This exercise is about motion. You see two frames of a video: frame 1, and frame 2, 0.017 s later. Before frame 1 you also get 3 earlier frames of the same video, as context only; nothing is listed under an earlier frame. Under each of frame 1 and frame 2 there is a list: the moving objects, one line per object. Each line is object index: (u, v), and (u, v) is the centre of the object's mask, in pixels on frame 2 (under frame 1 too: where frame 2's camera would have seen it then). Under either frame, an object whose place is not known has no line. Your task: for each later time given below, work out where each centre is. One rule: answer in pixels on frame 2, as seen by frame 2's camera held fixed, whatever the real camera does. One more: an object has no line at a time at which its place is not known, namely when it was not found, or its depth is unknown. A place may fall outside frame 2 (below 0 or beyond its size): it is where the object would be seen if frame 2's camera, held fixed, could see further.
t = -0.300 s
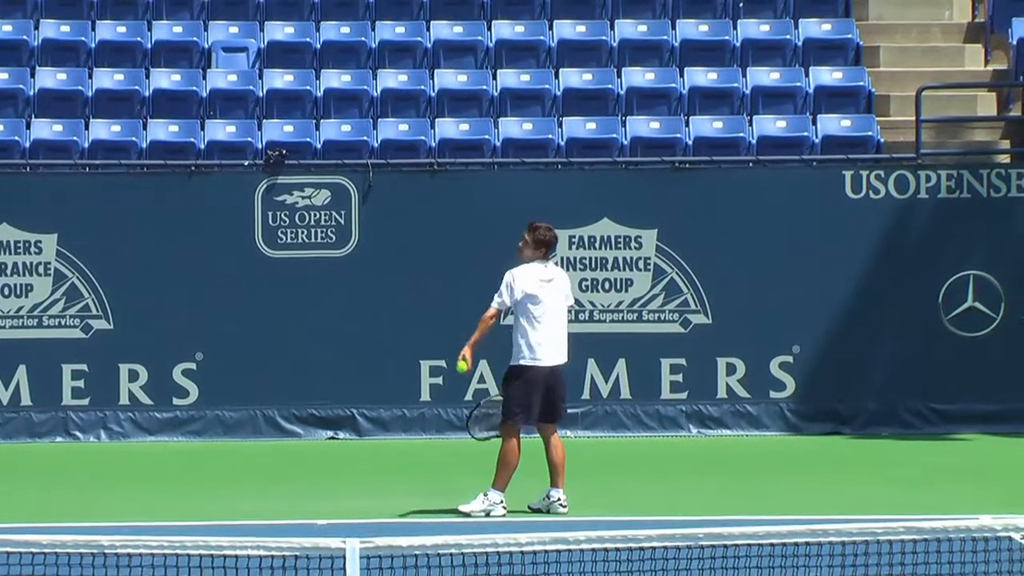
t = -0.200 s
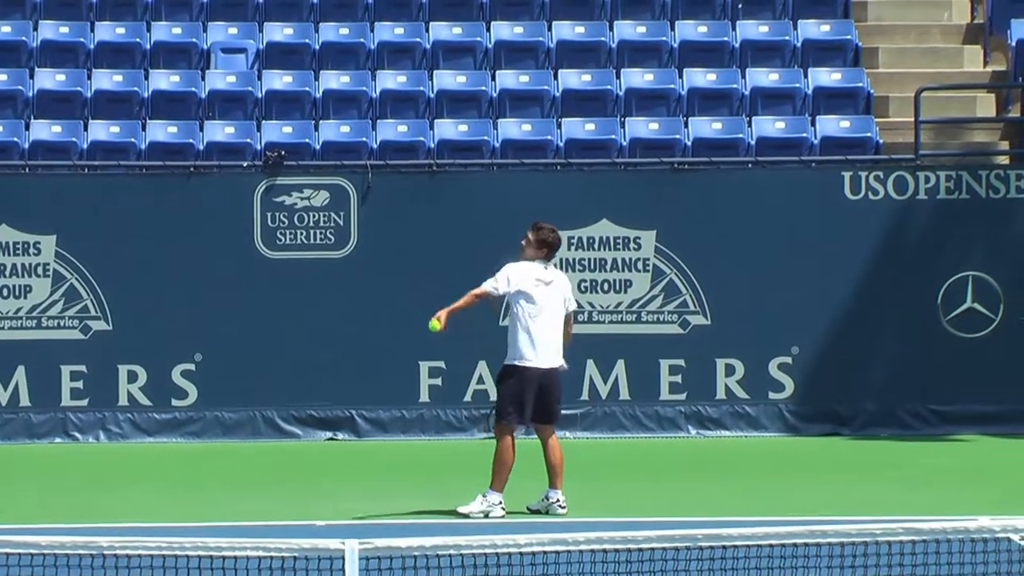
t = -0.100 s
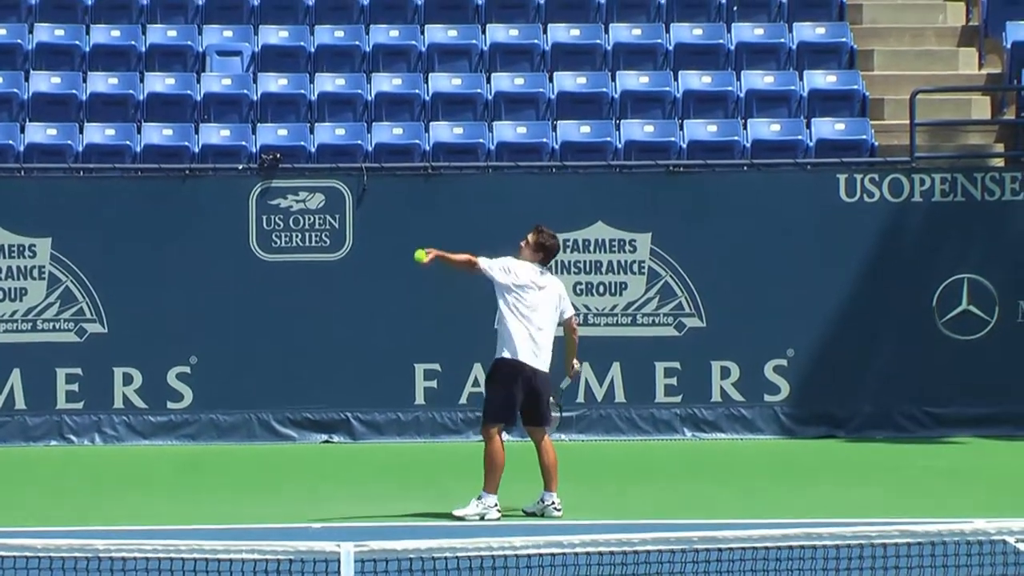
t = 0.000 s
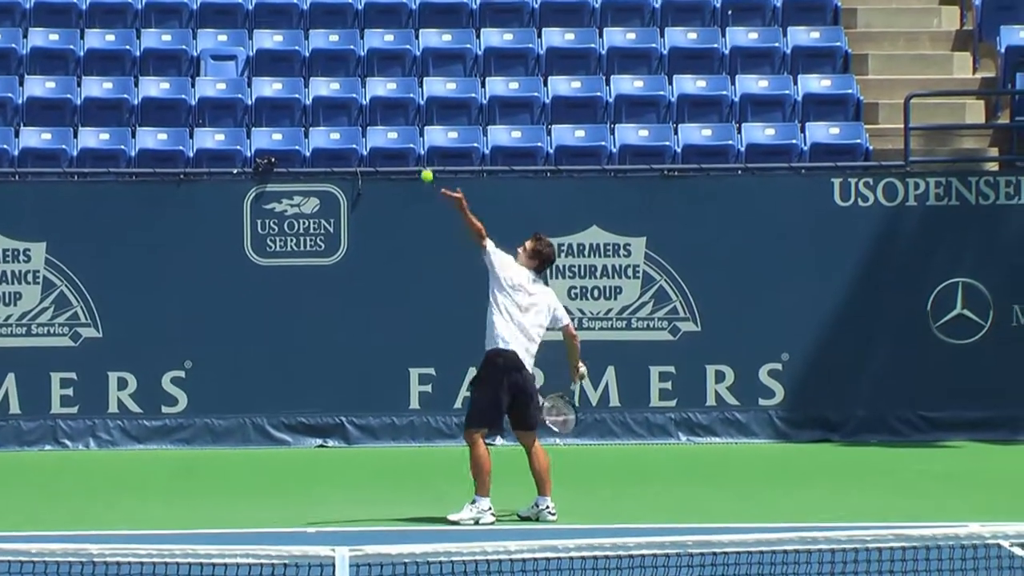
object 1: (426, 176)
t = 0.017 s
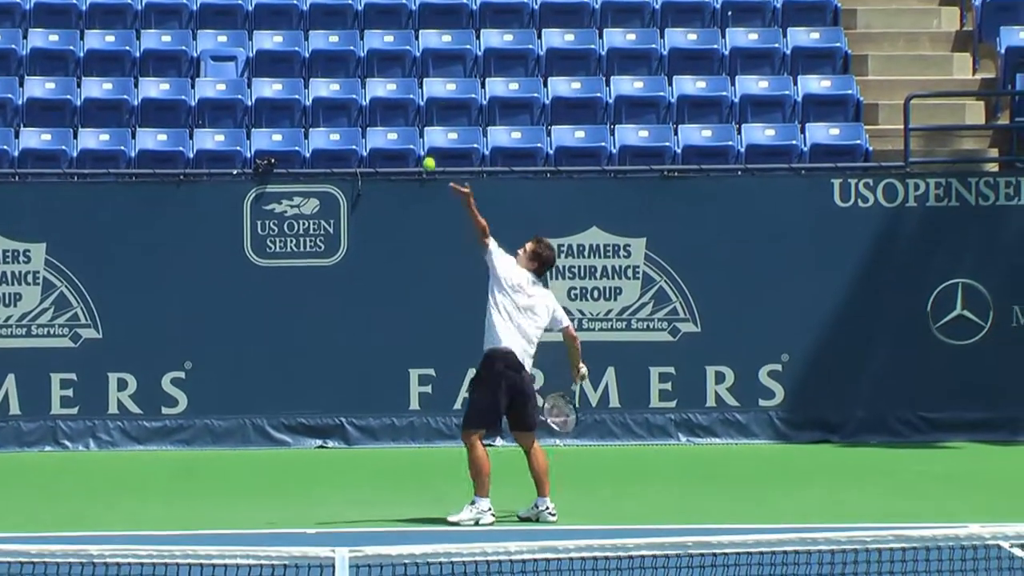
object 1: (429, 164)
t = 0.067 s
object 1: (436, 127)
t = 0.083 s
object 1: (438, 117)
